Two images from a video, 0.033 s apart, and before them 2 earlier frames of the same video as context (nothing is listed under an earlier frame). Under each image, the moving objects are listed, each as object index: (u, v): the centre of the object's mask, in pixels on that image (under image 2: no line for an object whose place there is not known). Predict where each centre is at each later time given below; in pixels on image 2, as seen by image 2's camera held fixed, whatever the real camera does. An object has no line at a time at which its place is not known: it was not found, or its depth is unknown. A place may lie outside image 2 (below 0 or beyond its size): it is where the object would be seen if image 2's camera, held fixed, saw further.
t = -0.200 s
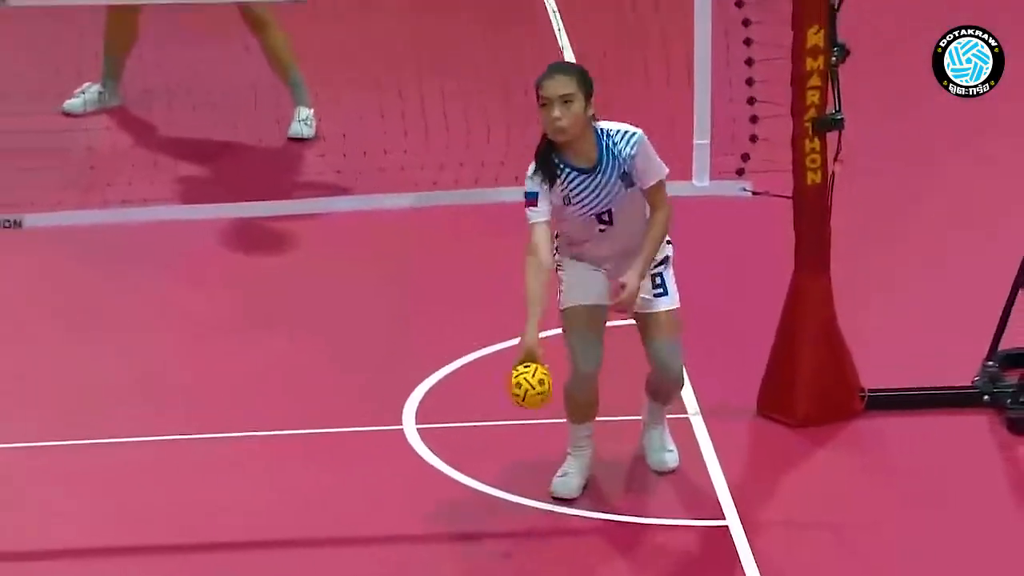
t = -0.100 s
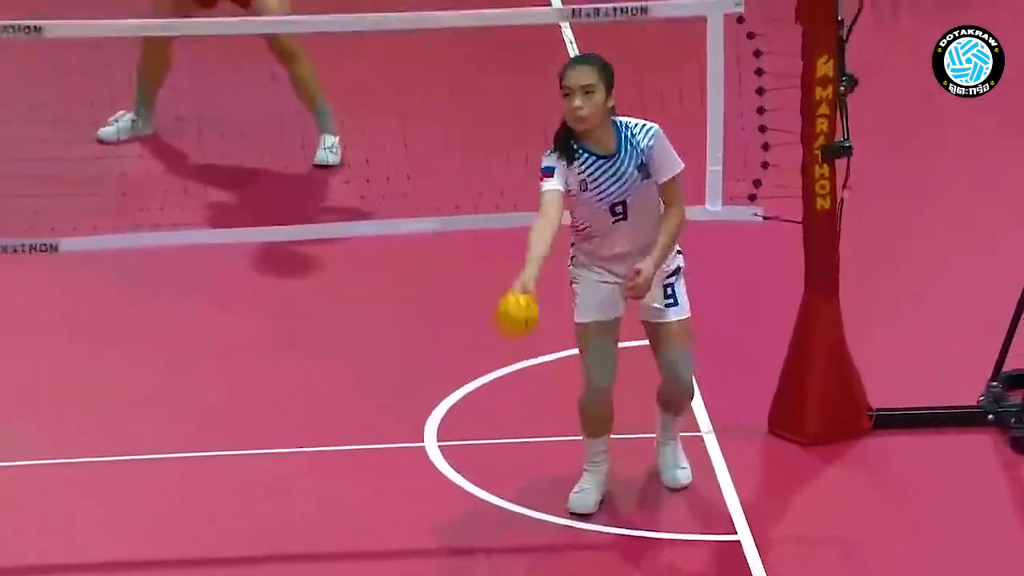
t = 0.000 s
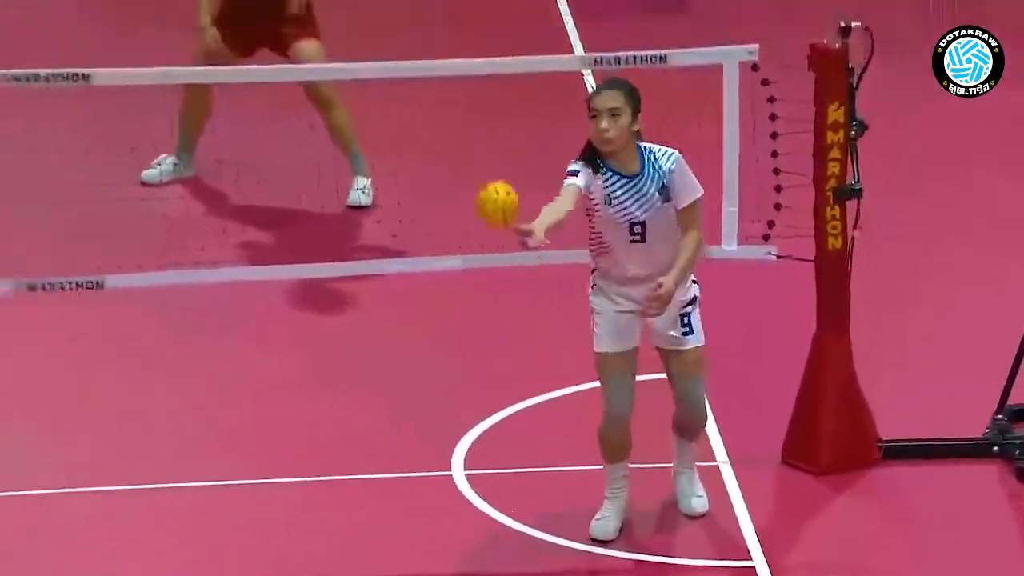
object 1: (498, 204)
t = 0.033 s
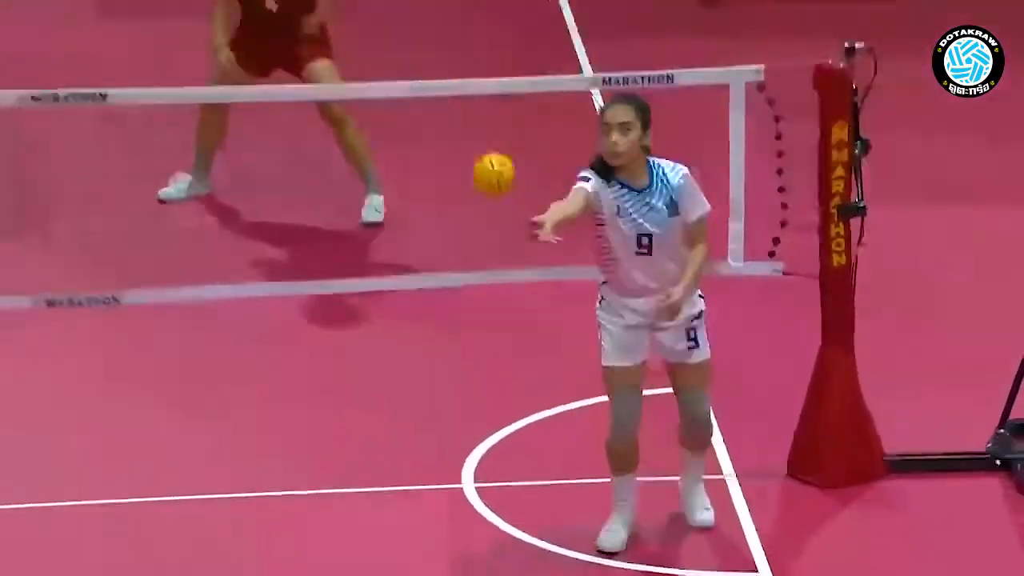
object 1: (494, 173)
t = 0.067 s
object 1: (480, 130)
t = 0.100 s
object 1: (463, 76)
